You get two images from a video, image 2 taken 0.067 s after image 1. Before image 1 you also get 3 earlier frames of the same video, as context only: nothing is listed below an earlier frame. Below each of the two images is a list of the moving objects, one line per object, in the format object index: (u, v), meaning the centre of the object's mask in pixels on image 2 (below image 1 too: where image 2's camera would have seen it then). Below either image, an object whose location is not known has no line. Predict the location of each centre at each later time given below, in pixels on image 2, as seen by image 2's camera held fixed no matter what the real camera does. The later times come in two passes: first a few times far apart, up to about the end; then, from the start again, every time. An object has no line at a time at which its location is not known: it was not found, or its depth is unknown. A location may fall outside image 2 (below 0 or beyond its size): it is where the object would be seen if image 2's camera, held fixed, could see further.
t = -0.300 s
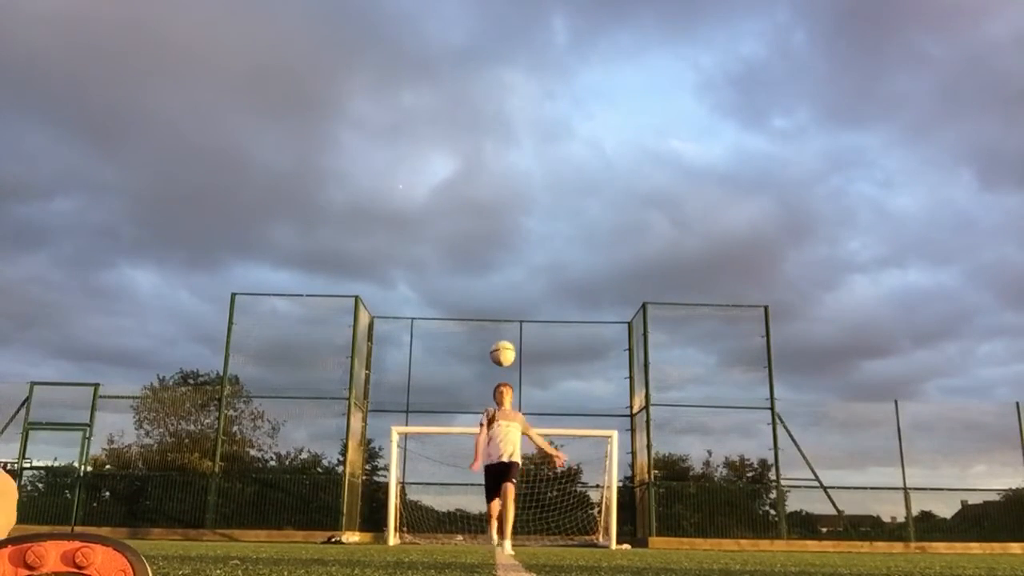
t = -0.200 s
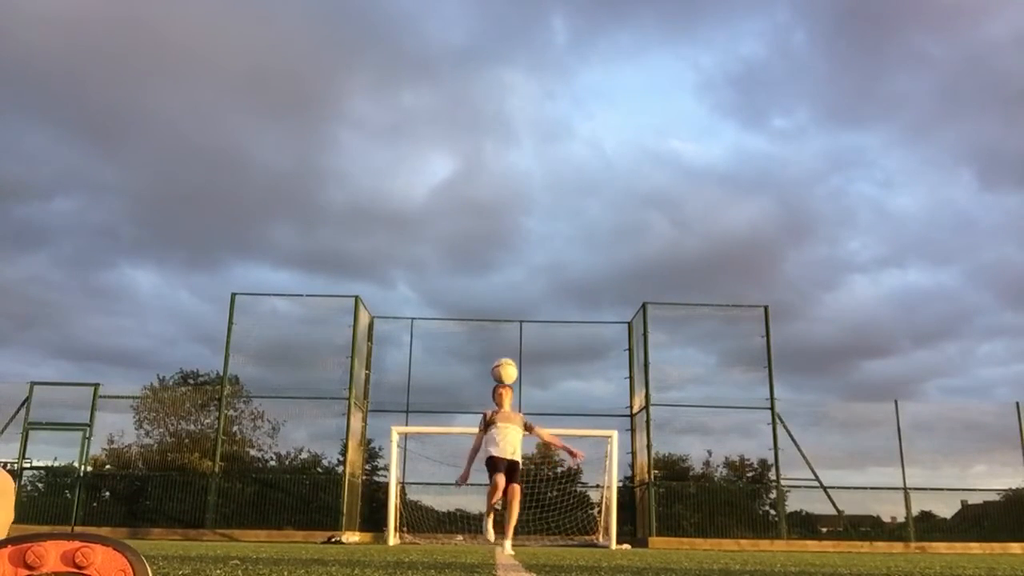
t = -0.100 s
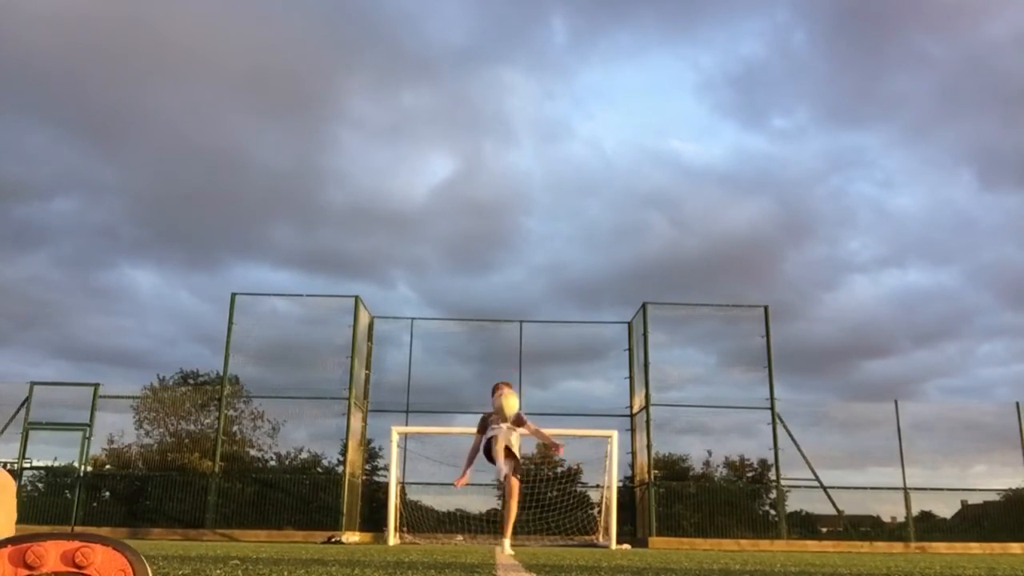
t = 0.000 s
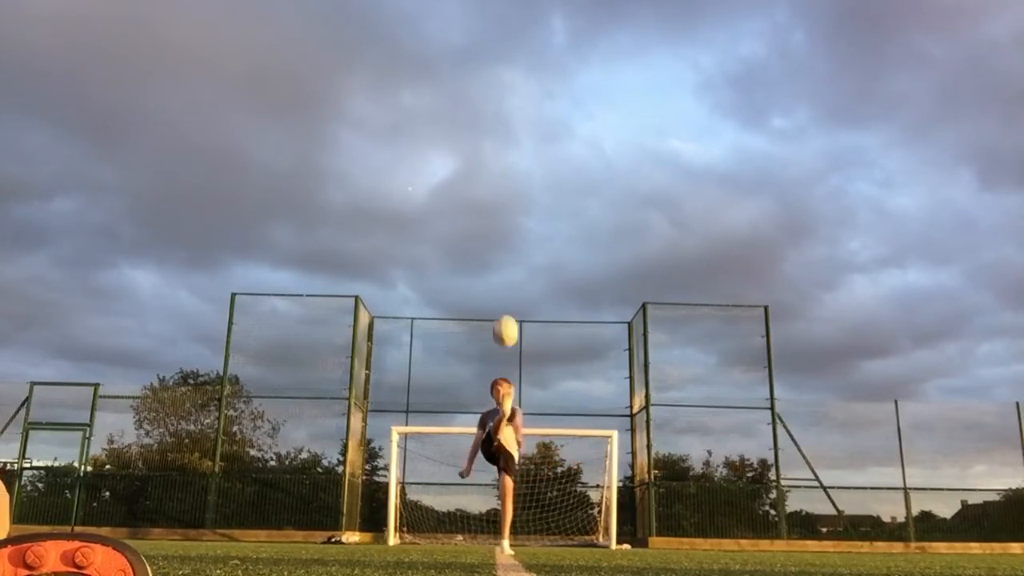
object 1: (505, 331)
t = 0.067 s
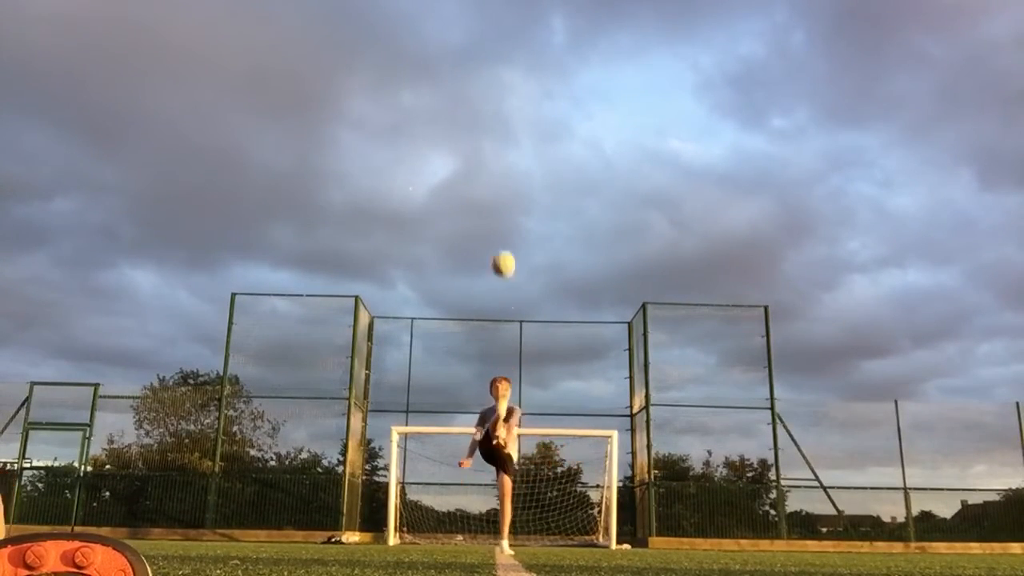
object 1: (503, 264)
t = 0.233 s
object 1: (498, 149)
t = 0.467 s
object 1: (493, 66)
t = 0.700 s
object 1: (489, 42)
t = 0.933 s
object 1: (484, 56)
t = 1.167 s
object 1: (479, 98)
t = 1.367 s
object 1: (475, 153)
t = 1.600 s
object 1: (469, 237)
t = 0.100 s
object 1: (503, 236)
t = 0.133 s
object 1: (501, 210)
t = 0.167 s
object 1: (500, 187)
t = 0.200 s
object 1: (499, 167)
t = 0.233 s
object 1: (498, 149)
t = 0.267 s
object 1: (497, 132)
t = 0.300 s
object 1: (496, 117)
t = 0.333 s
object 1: (496, 104)
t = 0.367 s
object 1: (495, 92)
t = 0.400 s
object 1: (494, 82)
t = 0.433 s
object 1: (494, 74)
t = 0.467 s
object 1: (493, 66)
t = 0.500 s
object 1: (492, 60)
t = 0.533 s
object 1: (492, 55)
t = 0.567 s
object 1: (491, 50)
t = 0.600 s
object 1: (490, 47)
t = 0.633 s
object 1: (490, 45)
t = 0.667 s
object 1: (489, 43)
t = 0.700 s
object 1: (489, 42)
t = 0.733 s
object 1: (488, 42)
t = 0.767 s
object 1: (488, 42)
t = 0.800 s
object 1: (487, 44)
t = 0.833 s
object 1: (487, 46)
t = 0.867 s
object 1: (486, 49)
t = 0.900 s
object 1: (485, 52)
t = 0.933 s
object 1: (484, 56)
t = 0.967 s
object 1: (483, 60)
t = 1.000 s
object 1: (483, 65)
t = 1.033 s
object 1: (482, 71)
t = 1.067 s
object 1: (482, 77)
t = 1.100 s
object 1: (481, 84)
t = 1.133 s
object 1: (480, 91)
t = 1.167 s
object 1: (479, 98)
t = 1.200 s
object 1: (478, 106)
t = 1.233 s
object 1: (477, 115)
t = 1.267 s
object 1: (477, 124)
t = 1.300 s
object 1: (476, 133)
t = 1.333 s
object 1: (476, 143)
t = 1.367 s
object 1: (475, 153)
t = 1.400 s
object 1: (474, 164)
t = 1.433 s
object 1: (473, 175)
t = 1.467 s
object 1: (472, 186)
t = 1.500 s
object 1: (472, 199)
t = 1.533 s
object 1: (471, 211)
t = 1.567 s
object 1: (470, 224)
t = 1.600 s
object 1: (469, 237)
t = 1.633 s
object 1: (468, 250)
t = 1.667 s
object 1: (467, 264)
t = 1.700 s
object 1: (466, 279)
